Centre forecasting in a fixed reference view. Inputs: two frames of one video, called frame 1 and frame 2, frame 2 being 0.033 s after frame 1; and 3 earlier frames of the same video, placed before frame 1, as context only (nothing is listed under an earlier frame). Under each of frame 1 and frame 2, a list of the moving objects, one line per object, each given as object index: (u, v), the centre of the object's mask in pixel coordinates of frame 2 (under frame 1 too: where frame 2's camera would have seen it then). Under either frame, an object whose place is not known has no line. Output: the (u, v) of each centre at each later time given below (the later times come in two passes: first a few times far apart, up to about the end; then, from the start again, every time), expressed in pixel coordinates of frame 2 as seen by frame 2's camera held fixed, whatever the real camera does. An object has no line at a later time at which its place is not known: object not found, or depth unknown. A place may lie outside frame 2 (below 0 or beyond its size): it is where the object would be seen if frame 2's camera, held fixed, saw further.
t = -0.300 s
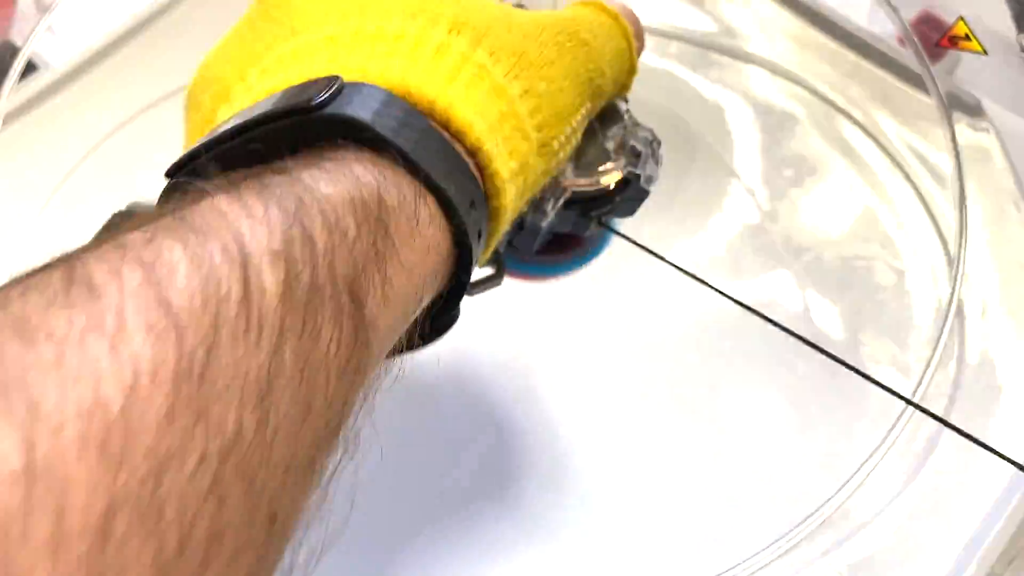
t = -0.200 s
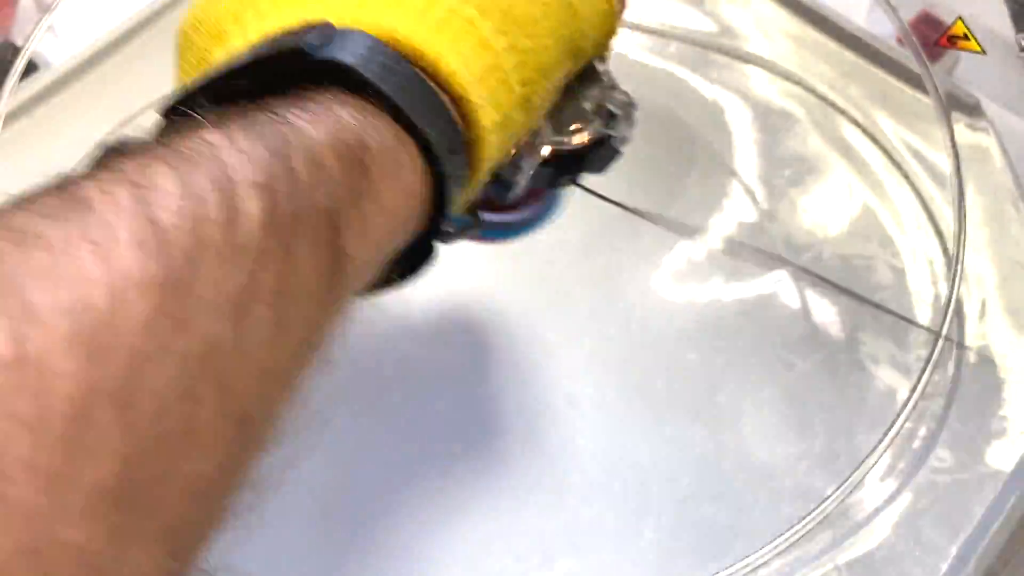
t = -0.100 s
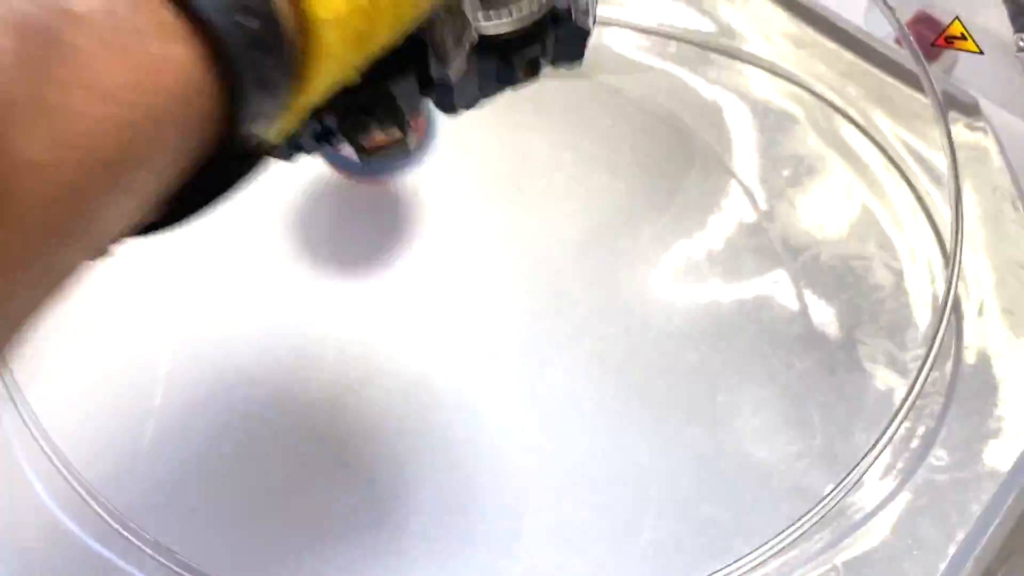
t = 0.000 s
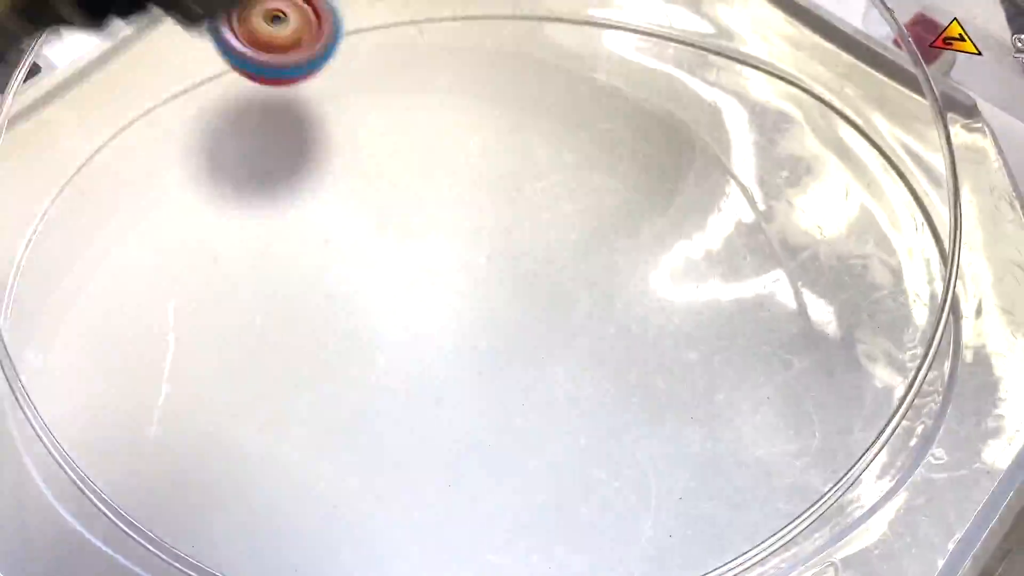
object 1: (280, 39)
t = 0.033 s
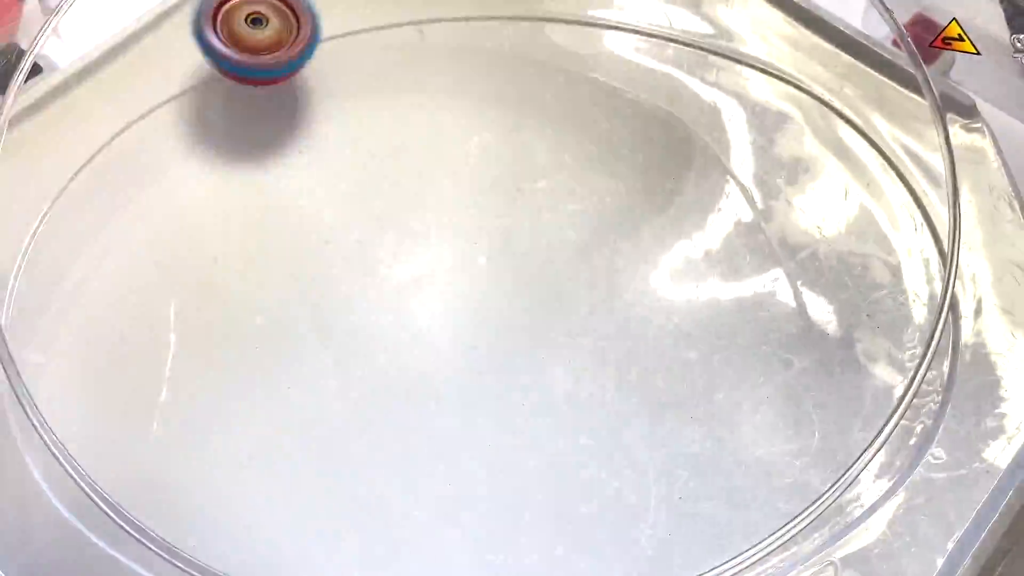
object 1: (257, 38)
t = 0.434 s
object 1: (238, 171)
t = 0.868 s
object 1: (330, 120)
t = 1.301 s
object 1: (416, 121)
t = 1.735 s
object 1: (599, 212)
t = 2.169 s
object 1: (771, 227)
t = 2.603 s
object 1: (881, 232)
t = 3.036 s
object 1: (889, 267)
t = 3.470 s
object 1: (850, 350)
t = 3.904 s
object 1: (736, 382)
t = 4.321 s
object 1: (547, 377)
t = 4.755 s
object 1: (403, 339)
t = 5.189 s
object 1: (293, 286)
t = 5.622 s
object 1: (220, 221)
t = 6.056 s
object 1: (245, 211)
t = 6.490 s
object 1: (394, 256)
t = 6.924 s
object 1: (744, 250)
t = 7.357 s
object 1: (801, 194)
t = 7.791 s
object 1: (800, 231)
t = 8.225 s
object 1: (753, 293)
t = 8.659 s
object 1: (661, 327)
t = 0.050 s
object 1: (249, 41)
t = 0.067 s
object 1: (243, 43)
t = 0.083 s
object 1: (238, 46)
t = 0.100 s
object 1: (233, 52)
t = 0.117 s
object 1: (231, 63)
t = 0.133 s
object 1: (231, 78)
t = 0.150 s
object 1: (231, 95)
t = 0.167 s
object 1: (229, 105)
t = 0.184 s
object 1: (228, 118)
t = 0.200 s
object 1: (228, 129)
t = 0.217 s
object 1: (228, 139)
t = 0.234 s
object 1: (228, 149)
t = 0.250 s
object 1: (228, 157)
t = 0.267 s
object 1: (228, 163)
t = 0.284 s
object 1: (229, 168)
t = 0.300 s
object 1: (229, 172)
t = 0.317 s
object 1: (230, 174)
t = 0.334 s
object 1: (230, 175)
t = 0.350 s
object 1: (231, 176)
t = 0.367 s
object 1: (232, 176)
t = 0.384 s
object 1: (234, 175)
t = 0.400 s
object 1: (235, 174)
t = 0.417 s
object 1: (236, 173)
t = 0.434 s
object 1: (238, 171)
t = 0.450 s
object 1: (240, 169)
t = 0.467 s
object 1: (242, 167)
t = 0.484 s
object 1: (244, 164)
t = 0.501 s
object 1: (246, 162)
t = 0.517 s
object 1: (248, 160)
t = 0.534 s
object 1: (251, 158)
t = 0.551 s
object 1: (254, 155)
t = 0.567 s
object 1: (258, 153)
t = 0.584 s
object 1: (262, 150)
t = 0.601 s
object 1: (266, 148)
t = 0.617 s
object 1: (271, 146)
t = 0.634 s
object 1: (277, 144)
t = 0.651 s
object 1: (282, 143)
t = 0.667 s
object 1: (287, 141)
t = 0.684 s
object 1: (292, 139)
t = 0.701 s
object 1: (296, 138)
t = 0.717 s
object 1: (300, 136)
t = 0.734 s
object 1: (304, 134)
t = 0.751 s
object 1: (308, 132)
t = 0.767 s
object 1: (311, 130)
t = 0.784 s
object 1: (315, 129)
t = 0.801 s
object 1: (318, 127)
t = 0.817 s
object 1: (321, 125)
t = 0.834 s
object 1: (324, 123)
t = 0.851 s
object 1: (327, 122)
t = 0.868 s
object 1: (330, 120)
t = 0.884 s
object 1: (332, 119)
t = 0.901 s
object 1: (336, 117)
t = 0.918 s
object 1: (339, 116)
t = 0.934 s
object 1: (342, 115)
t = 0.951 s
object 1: (344, 114)
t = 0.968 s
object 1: (347, 113)
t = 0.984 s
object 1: (350, 112)
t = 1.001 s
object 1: (353, 111)
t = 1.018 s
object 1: (355, 111)
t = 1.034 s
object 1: (359, 110)
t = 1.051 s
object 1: (361, 110)
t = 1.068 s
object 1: (365, 109)
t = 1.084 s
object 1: (368, 109)
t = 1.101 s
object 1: (371, 109)
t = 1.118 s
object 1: (374, 108)
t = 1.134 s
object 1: (377, 109)
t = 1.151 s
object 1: (380, 109)
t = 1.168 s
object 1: (384, 109)
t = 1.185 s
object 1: (388, 110)
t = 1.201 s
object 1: (392, 111)
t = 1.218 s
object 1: (395, 112)
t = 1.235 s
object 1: (399, 113)
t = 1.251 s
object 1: (403, 115)
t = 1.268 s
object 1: (408, 117)
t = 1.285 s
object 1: (412, 119)
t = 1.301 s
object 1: (416, 121)
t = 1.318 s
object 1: (421, 124)
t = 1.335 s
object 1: (426, 127)
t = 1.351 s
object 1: (432, 130)
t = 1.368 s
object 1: (436, 133)
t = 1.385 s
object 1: (442, 137)
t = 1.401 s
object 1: (447, 141)
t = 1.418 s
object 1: (454, 145)
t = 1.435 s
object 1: (460, 149)
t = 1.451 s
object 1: (466, 153)
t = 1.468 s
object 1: (472, 158)
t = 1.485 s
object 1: (479, 162)
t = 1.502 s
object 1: (485, 166)
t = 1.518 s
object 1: (492, 170)
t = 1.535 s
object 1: (499, 174)
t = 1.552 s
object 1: (506, 179)
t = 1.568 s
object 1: (513, 182)
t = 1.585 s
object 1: (520, 187)
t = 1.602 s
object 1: (528, 190)
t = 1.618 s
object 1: (535, 194)
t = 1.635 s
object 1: (543, 198)
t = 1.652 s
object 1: (552, 201)
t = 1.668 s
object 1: (561, 204)
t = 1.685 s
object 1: (570, 207)
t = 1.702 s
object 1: (579, 209)
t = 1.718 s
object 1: (589, 210)
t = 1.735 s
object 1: (599, 212)
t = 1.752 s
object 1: (609, 212)
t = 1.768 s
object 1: (618, 212)
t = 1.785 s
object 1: (628, 212)
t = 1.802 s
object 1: (636, 212)
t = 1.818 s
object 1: (645, 211)
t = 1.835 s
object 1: (653, 211)
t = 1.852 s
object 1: (661, 210)
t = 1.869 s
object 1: (668, 210)
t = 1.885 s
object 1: (675, 210)
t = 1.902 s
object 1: (682, 210)
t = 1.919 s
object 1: (689, 211)
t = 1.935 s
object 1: (694, 211)
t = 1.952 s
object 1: (701, 212)
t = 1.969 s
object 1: (706, 212)
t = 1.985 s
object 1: (712, 213)
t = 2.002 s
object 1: (718, 214)
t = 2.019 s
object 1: (722, 215)
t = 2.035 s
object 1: (728, 216)
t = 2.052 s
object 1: (732, 218)
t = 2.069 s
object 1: (738, 219)
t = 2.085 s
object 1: (743, 221)
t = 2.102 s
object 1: (748, 222)
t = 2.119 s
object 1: (754, 224)
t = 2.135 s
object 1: (759, 225)
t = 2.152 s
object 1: (764, 226)
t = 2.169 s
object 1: (771, 227)
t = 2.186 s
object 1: (776, 228)
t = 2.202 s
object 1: (782, 228)
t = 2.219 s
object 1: (787, 229)
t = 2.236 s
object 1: (792, 229)
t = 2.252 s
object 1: (797, 230)
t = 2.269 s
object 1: (803, 229)
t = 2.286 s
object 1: (808, 230)
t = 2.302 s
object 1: (812, 230)
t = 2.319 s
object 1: (817, 230)
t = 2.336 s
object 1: (821, 229)
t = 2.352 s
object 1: (826, 229)
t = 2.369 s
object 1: (830, 229)
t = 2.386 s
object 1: (834, 229)
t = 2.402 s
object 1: (838, 229)
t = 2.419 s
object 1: (843, 230)
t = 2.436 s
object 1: (847, 230)
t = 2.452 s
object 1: (851, 230)
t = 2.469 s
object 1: (854, 230)
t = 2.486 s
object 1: (859, 230)
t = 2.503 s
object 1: (862, 230)
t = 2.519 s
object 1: (866, 231)
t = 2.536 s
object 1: (869, 231)
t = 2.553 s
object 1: (872, 231)
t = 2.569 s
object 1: (875, 231)
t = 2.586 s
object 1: (878, 232)
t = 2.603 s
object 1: (881, 232)
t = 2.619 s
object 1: (883, 233)
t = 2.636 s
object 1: (885, 233)
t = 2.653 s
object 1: (887, 234)
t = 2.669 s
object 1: (888, 234)
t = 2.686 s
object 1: (890, 235)
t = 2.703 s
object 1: (892, 236)
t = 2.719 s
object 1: (893, 236)
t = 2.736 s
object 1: (894, 237)
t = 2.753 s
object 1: (895, 238)
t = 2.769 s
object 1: (895, 239)
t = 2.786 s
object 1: (896, 239)
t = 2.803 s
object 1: (896, 241)
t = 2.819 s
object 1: (896, 241)
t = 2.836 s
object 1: (896, 243)
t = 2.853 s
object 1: (896, 244)
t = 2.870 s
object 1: (896, 245)
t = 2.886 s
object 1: (896, 247)
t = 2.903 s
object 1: (895, 248)
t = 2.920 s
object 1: (895, 250)
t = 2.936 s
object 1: (894, 252)
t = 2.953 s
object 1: (894, 254)
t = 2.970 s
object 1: (893, 257)
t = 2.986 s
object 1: (892, 259)
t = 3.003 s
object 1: (891, 262)
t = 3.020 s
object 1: (890, 264)
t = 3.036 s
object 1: (889, 267)
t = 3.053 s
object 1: (887, 270)
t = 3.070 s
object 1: (886, 273)
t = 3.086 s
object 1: (885, 276)
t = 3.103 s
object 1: (883, 279)
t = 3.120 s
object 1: (882, 282)
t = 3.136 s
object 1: (881, 285)
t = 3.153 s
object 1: (879, 288)
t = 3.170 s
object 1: (877, 292)
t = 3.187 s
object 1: (876, 296)
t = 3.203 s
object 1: (875, 299)
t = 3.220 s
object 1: (873, 302)
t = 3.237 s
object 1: (871, 306)
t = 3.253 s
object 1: (869, 309)
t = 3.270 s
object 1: (868, 313)
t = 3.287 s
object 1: (866, 316)
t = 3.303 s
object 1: (865, 319)
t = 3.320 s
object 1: (863, 323)
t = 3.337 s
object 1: (862, 326)
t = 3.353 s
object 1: (860, 329)
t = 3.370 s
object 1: (859, 333)
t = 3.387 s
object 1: (857, 336)
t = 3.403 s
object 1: (856, 338)
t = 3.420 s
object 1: (854, 342)
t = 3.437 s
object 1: (853, 344)
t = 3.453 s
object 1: (852, 347)
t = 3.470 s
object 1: (850, 350)
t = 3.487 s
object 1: (848, 353)
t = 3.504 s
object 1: (846, 356)
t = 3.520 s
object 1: (844, 359)
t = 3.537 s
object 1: (842, 362)
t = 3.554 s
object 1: (840, 365)
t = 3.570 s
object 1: (838, 367)
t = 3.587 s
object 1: (835, 369)
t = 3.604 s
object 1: (833, 371)
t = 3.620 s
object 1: (829, 373)
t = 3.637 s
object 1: (826, 375)
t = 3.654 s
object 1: (822, 377)
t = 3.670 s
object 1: (818, 378)
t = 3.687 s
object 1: (814, 379)
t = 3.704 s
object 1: (809, 381)
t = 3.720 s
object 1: (805, 382)
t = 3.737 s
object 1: (800, 383)
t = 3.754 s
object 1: (795, 383)
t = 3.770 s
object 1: (790, 384)
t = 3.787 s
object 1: (784, 384)
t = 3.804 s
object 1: (778, 384)
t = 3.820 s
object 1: (772, 384)
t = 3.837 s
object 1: (765, 384)
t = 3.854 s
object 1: (758, 384)
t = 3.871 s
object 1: (751, 384)
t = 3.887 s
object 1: (743, 383)
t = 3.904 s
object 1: (736, 382)
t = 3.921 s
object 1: (729, 381)
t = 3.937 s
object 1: (720, 381)
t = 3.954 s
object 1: (712, 380)
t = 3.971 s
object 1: (704, 379)
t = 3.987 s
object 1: (696, 378)
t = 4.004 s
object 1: (686, 377)
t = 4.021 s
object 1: (679, 376)
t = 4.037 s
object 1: (670, 376)
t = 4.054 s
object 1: (661, 375)
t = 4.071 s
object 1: (653, 374)
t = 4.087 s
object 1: (644, 374)
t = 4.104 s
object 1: (636, 374)
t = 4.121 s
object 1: (627, 374)
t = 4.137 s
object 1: (620, 374)
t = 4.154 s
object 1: (613, 374)
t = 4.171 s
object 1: (605, 374)
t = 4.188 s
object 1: (598, 374)
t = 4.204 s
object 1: (591, 375)
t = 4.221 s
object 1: (584, 375)
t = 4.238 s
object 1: (578, 375)
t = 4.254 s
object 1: (571, 375)
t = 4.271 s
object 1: (565, 376)
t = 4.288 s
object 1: (559, 376)
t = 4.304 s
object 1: (553, 376)
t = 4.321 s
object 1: (547, 377)
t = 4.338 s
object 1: (541, 376)
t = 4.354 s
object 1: (535, 376)
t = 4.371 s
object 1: (529, 376)
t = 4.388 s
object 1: (523, 375)
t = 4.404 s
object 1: (518, 375)
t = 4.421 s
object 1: (512, 374)
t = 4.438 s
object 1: (507, 373)
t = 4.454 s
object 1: (501, 372)
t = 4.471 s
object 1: (496, 371)
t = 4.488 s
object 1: (489, 369)
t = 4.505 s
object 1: (484, 367)
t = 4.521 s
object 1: (479, 366)
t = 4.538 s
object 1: (473, 364)
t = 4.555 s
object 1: (467, 362)
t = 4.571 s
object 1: (462, 360)
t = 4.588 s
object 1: (457, 358)
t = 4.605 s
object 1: (452, 356)
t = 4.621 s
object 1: (446, 354)
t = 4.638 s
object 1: (441, 352)
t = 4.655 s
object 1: (436, 350)
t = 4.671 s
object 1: (431, 348)
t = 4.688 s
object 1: (425, 347)
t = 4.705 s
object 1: (419, 344)
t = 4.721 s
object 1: (414, 342)
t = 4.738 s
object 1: (408, 340)
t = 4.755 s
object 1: (403, 339)
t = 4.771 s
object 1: (396, 337)
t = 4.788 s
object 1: (391, 336)
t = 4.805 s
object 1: (385, 334)
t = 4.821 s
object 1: (381, 333)
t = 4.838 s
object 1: (374, 332)
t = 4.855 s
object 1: (369, 330)
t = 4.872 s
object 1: (364, 329)
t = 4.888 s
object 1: (359, 327)
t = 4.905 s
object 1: (355, 326)
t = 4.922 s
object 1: (350, 324)
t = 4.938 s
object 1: (345, 322)
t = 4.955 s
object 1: (341, 320)
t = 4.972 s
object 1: (337, 318)
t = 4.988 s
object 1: (333, 316)
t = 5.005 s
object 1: (328, 314)
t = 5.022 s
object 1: (325, 312)
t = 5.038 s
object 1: (322, 310)
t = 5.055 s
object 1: (318, 308)
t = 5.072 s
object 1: (315, 306)
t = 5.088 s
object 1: (311, 303)
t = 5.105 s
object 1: (308, 300)
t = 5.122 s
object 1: (305, 298)
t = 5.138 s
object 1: (302, 295)
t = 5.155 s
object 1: (299, 292)
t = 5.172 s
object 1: (296, 289)
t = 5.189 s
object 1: (293, 286)
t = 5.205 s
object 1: (291, 282)
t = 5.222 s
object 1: (287, 279)
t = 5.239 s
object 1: (285, 276)
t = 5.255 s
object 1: (281, 273)
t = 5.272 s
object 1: (278, 269)
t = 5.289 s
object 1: (276, 264)
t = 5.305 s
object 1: (273, 261)
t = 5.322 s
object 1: (270, 258)
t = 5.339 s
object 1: (267, 254)
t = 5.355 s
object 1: (263, 252)
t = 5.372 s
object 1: (259, 249)
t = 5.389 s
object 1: (256, 245)
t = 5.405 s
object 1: (252, 242)
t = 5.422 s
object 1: (249, 240)
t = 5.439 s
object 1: (246, 237)
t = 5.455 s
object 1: (242, 236)
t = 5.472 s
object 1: (238, 233)
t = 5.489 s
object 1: (236, 231)
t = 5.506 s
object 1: (233, 230)
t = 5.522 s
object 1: (231, 229)
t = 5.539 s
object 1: (229, 227)
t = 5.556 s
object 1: (226, 226)
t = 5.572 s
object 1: (224, 224)
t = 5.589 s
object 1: (223, 223)
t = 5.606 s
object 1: (221, 222)
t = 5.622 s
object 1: (220, 221)
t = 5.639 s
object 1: (219, 220)
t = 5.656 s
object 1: (218, 220)
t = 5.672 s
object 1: (217, 219)
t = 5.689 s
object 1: (216, 218)
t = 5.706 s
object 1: (216, 217)
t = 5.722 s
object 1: (215, 217)
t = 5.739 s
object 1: (215, 216)
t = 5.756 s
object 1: (215, 215)
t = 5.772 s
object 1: (215, 215)
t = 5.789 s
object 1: (215, 214)
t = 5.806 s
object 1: (216, 214)
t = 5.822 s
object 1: (216, 213)
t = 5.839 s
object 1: (217, 212)
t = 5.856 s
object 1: (217, 211)
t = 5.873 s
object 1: (219, 211)
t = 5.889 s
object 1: (220, 211)
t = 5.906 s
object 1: (221, 210)
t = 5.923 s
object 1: (223, 210)
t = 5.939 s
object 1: (225, 209)
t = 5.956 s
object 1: (228, 209)
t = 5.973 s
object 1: (230, 210)
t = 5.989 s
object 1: (233, 210)
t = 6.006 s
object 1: (236, 209)
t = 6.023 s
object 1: (238, 210)
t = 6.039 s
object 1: (241, 211)
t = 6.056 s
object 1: (245, 211)
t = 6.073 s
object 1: (249, 211)
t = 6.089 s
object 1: (252, 213)
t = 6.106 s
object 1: (256, 213)
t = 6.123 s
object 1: (260, 214)
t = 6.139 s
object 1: (265, 215)
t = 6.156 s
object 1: (269, 216)
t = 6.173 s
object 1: (274, 217)
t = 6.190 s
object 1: (278, 219)
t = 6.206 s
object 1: (284, 220)
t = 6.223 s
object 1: (289, 221)
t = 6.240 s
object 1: (295, 222)
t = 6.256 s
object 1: (301, 224)
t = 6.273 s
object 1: (306, 226)
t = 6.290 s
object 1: (312, 227)
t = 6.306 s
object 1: (318, 229)
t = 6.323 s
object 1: (323, 231)
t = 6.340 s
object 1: (330, 233)
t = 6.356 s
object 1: (336, 235)
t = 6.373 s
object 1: (343, 237)
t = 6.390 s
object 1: (350, 240)
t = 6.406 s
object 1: (356, 241)
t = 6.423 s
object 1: (363, 244)
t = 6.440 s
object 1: (370, 247)
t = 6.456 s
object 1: (378, 249)
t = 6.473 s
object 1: (386, 252)
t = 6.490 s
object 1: (394, 256)
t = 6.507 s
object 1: (404, 259)
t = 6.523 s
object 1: (416, 262)
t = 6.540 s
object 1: (429, 266)
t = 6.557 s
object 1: (442, 270)
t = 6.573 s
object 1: (455, 274)
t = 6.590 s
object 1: (468, 277)
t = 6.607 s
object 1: (481, 279)
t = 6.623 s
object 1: (496, 282)
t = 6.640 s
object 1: (510, 283)
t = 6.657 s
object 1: (526, 284)
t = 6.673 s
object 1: (541, 286)
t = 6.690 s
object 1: (556, 286)
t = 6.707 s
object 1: (571, 285)
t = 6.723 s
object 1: (587, 284)
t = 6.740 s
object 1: (602, 282)
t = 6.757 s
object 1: (618, 280)
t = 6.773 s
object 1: (634, 278)
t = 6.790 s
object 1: (649, 276)
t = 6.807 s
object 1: (663, 273)
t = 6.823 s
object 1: (678, 271)
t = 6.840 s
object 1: (691, 268)
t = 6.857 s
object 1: (704, 264)
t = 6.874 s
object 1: (715, 261)
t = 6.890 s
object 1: (727, 257)
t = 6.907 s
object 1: (736, 254)
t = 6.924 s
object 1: (744, 250)
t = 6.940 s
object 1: (751, 246)
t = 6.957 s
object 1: (756, 242)
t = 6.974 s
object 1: (760, 238)
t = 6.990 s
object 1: (764, 234)
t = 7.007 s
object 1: (767, 231)
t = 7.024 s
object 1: (769, 227)
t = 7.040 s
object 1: (772, 224)
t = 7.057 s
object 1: (774, 221)
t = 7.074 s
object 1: (776, 218)
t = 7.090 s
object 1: (778, 215)
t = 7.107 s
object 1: (779, 213)
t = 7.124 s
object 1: (781, 211)
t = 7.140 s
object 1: (783, 208)
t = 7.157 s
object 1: (785, 206)
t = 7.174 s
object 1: (786, 205)
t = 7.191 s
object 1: (788, 203)
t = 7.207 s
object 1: (789, 201)
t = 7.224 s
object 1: (791, 200)
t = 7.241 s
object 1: (792, 198)
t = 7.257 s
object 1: (793, 197)
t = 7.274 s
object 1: (795, 197)
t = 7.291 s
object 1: (796, 196)
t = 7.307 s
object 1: (797, 195)
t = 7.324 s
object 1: (798, 194)
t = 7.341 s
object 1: (799, 194)
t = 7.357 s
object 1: (801, 194)
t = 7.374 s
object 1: (801, 194)
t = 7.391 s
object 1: (802, 194)
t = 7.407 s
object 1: (803, 194)
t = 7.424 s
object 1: (804, 195)
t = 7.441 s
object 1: (804, 195)
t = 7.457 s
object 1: (805, 196)
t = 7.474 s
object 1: (806, 197)
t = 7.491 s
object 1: (806, 198)
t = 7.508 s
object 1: (806, 199)
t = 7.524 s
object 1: (807, 200)
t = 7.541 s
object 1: (807, 201)
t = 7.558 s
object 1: (807, 203)
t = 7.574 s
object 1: (807, 204)
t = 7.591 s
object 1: (807, 206)
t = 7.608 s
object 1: (807, 207)
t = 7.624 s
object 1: (807, 209)
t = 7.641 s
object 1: (806, 212)
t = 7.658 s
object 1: (806, 213)
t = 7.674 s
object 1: (805, 215)
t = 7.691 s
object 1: (805, 218)
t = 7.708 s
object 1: (804, 220)
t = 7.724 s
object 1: (803, 222)
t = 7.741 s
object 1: (803, 224)
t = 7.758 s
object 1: (802, 226)
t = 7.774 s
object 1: (801, 229)
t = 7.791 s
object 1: (800, 231)
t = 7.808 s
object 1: (799, 233)
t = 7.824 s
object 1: (798, 236)
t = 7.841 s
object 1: (796, 239)
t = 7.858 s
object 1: (795, 241)
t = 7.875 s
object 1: (794, 243)
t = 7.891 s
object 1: (793, 245)
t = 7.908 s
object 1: (791, 248)
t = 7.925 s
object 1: (789, 250)
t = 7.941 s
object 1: (788, 253)
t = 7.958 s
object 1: (786, 255)
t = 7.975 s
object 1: (784, 258)
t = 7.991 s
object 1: (782, 260)
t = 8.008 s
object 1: (780, 263)
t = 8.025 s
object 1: (778, 265)
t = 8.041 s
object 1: (776, 267)
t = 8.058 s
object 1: (774, 269)
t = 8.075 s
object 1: (772, 272)
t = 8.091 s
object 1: (770, 274)
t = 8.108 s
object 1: (768, 276)
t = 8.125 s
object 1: (766, 279)
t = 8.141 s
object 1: (764, 281)
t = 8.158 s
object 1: (762, 283)
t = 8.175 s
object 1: (760, 286)
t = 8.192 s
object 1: (758, 288)
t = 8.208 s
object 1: (756, 291)
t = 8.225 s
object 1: (753, 293)
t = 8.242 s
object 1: (751, 295)
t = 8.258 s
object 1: (749, 297)
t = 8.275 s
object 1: (747, 300)
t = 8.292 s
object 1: (744, 302)
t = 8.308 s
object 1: (742, 304)
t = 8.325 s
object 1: (739, 306)
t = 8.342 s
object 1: (737, 308)
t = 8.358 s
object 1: (735, 310)
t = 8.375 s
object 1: (733, 311)
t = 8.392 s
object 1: (729, 314)
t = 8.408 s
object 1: (726, 315)
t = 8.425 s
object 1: (724, 317)
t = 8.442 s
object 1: (720, 318)
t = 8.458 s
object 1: (717, 319)
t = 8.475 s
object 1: (713, 320)
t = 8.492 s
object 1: (709, 322)
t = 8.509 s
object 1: (705, 323)
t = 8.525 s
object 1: (701, 324)
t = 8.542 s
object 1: (696, 325)
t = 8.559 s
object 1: (691, 326)
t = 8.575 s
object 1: (686, 326)
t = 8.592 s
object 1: (682, 326)
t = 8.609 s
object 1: (677, 326)
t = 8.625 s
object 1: (671, 327)
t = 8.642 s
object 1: (666, 327)
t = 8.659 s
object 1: (661, 327)
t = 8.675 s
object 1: (656, 327)
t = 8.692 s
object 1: (650, 327)
